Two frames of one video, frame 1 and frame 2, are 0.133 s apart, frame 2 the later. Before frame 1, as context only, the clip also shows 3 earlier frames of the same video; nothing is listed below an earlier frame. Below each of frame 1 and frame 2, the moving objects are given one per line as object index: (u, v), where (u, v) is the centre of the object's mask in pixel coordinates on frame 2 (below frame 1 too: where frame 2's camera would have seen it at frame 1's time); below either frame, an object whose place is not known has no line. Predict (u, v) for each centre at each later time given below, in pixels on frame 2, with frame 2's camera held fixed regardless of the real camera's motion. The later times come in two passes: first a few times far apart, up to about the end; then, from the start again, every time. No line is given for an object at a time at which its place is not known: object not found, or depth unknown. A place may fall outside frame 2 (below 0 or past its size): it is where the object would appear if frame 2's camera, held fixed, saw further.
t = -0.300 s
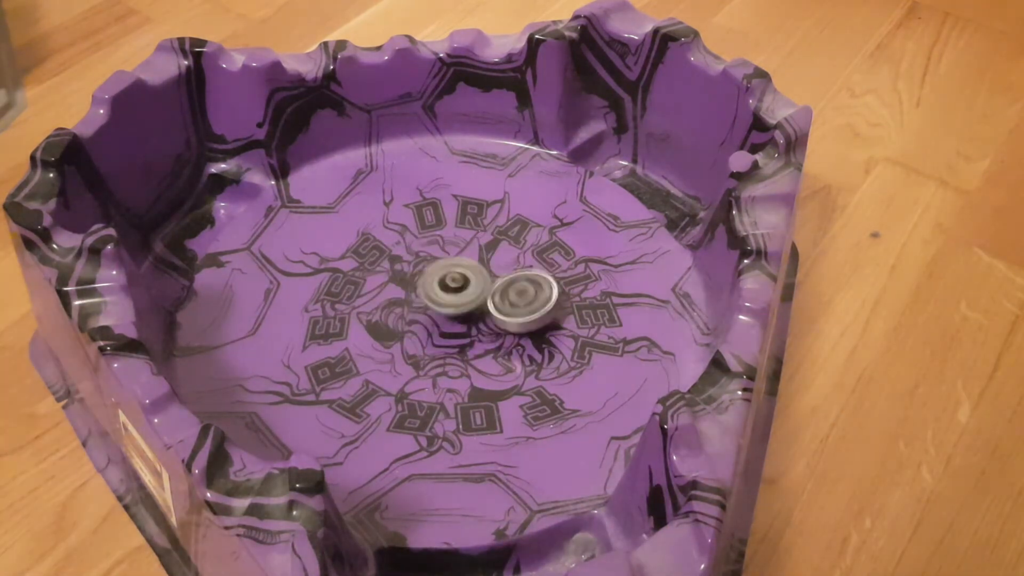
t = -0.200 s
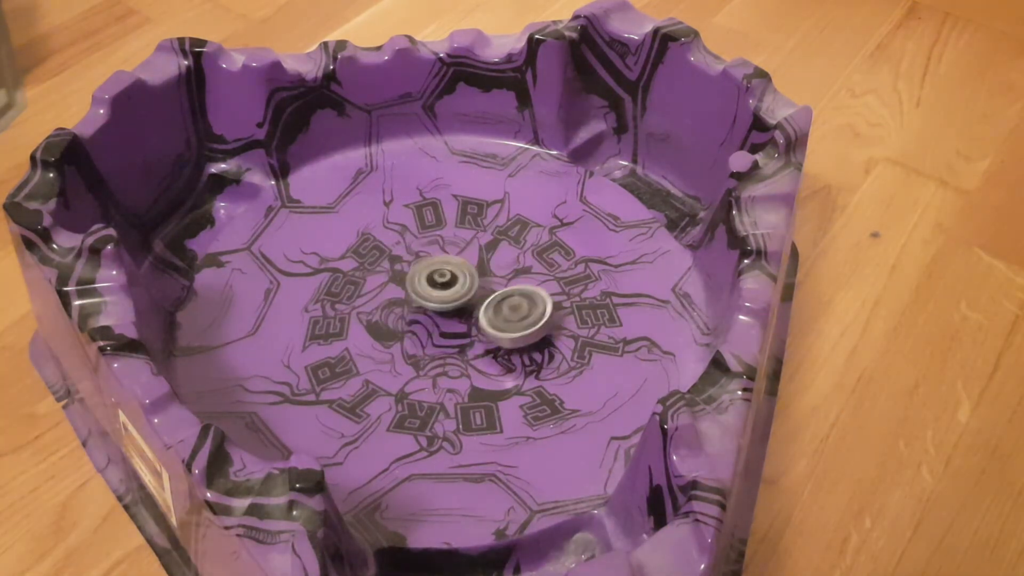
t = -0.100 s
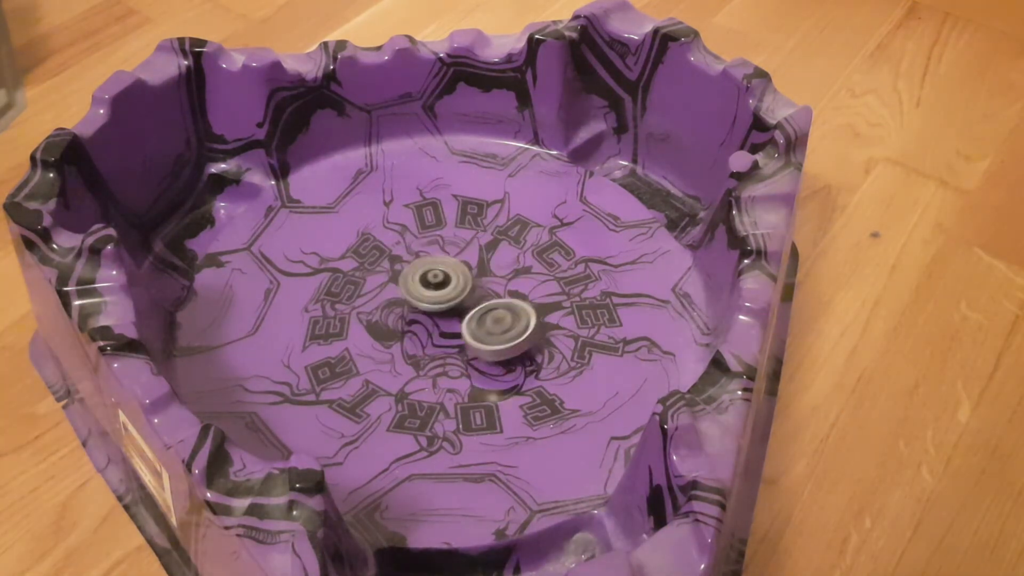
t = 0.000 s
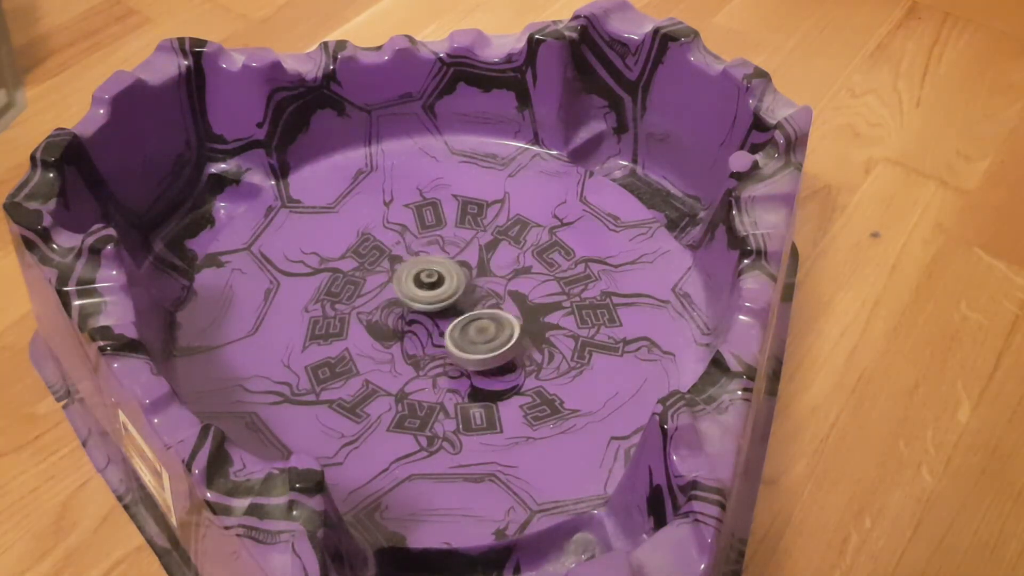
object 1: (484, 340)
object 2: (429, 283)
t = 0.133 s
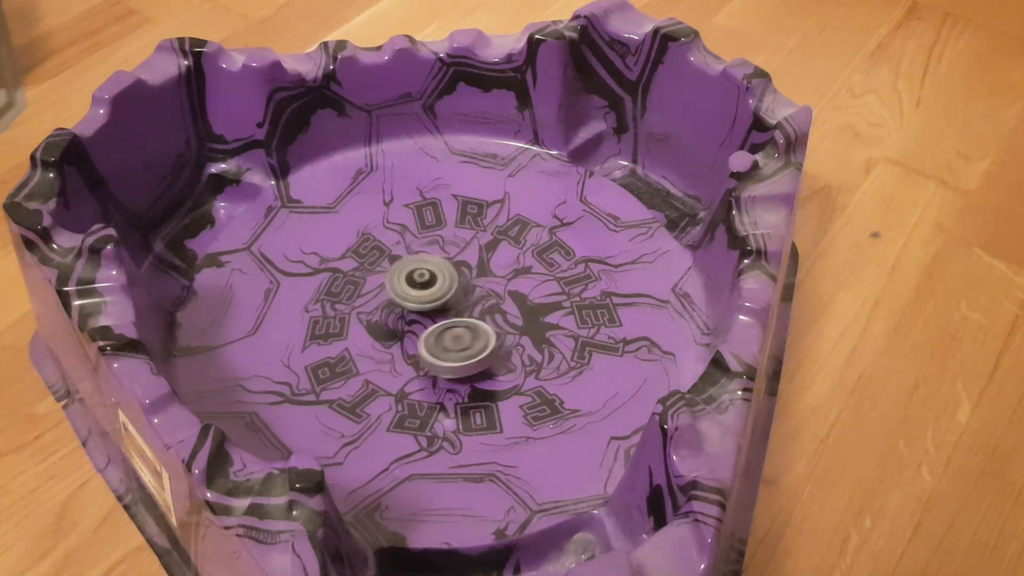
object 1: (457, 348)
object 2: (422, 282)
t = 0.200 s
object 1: (443, 350)
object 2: (418, 282)
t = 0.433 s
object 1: (397, 348)
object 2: (411, 281)
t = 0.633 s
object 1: (366, 335)
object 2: (410, 282)
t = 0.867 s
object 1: (348, 314)
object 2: (423, 283)
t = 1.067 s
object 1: (351, 291)
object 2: (436, 289)
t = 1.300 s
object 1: (373, 267)
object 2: (441, 303)
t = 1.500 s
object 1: (402, 255)
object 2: (435, 316)
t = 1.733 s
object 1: (441, 253)
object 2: (423, 321)
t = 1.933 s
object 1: (474, 263)
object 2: (414, 317)
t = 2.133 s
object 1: (500, 280)
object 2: (415, 308)
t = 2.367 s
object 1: (510, 308)
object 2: (428, 299)
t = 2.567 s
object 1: (503, 333)
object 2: (440, 297)
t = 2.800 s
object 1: (482, 355)
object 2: (445, 298)
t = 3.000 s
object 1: (448, 360)
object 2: (447, 295)
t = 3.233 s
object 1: (409, 347)
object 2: (448, 294)
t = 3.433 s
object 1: (383, 325)
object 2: (457, 293)
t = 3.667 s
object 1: (382, 293)
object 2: (465, 297)
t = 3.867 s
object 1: (398, 268)
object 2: (464, 304)
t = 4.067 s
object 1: (421, 249)
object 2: (455, 310)
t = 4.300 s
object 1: (454, 243)
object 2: (443, 308)
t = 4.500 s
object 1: (485, 252)
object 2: (436, 301)
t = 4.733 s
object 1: (508, 271)
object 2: (438, 292)
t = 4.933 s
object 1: (522, 294)
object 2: (428, 289)
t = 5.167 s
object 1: (506, 320)
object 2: (393, 281)
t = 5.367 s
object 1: (467, 335)
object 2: (395, 273)
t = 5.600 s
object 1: (417, 334)
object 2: (409, 273)
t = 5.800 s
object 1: (377, 342)
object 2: (433, 259)
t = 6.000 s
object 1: (364, 326)
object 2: (437, 267)
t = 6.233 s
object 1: (360, 304)
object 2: (450, 273)
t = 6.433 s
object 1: (384, 286)
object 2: (459, 275)
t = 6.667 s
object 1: (404, 270)
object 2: (481, 284)
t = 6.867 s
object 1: (394, 242)
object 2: (520, 319)
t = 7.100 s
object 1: (399, 237)
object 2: (527, 333)
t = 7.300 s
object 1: (410, 247)
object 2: (530, 332)
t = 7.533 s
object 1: (419, 265)
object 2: (526, 326)
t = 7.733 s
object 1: (419, 287)
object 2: (527, 324)
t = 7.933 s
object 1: (409, 309)
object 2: (529, 324)
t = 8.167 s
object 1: (393, 325)
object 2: (524, 318)
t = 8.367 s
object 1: (380, 331)
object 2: (523, 316)
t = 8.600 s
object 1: (371, 329)
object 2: (525, 315)
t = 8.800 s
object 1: (375, 321)
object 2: (520, 310)
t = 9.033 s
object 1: (395, 313)
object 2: (520, 308)
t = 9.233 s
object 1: (418, 308)
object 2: (522, 307)
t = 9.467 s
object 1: (443, 312)
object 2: (518, 302)
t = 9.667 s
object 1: (443, 320)
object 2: (521, 304)
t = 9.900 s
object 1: (448, 331)
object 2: (529, 303)
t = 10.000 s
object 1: (446, 334)
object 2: (528, 303)
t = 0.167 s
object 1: (450, 349)
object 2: (420, 282)
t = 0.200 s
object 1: (443, 350)
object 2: (418, 282)
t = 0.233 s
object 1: (437, 350)
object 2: (417, 282)
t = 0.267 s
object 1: (430, 351)
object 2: (416, 282)
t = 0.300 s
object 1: (423, 351)
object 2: (414, 281)
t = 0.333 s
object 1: (417, 350)
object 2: (413, 281)
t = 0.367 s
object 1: (410, 350)
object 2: (413, 281)
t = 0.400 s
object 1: (404, 349)
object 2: (412, 281)
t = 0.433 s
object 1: (397, 348)
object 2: (411, 281)
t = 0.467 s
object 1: (391, 346)
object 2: (410, 281)
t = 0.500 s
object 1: (386, 344)
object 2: (410, 281)
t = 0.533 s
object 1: (381, 342)
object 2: (409, 282)
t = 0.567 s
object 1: (376, 340)
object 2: (408, 282)
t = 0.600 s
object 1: (371, 337)
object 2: (409, 283)
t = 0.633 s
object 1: (366, 335)
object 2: (410, 282)
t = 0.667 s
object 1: (363, 332)
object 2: (411, 282)
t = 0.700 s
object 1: (359, 330)
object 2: (412, 282)
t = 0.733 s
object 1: (357, 327)
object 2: (413, 282)
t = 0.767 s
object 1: (354, 324)
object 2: (414, 282)
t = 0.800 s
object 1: (353, 320)
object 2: (415, 283)
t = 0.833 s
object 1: (350, 317)
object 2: (419, 283)
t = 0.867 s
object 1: (348, 314)
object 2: (423, 283)
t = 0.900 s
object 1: (347, 310)
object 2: (425, 283)
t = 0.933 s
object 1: (346, 306)
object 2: (427, 284)
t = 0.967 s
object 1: (347, 303)
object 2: (430, 285)
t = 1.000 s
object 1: (348, 298)
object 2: (432, 286)
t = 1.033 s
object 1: (349, 295)
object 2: (434, 287)
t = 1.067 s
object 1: (351, 291)
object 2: (436, 289)
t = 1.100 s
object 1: (353, 287)
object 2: (437, 290)
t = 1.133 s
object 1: (356, 283)
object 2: (438, 292)
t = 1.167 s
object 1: (359, 279)
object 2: (439, 294)
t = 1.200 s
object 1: (363, 275)
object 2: (440, 297)
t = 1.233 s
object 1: (366, 272)
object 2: (441, 299)
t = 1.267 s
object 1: (369, 269)
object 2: (441, 301)
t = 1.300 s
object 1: (373, 267)
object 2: (441, 303)
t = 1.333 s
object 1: (377, 264)
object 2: (440, 306)
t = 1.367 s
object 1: (382, 262)
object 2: (440, 308)
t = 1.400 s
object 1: (386, 260)
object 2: (439, 310)
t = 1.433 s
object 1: (391, 258)
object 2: (438, 312)
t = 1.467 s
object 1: (397, 257)
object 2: (437, 314)
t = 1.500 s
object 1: (402, 255)
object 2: (435, 316)
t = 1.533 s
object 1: (407, 254)
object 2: (434, 317)
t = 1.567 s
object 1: (413, 253)
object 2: (433, 318)
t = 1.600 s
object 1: (418, 252)
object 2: (431, 320)
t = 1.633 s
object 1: (423, 252)
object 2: (429, 321)
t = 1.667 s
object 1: (429, 252)
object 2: (427, 321)
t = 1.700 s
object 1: (436, 252)
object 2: (425, 321)
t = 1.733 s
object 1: (441, 253)
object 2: (423, 321)
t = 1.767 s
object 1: (447, 254)
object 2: (421, 321)
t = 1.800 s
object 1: (453, 255)
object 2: (419, 321)
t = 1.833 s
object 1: (458, 257)
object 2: (417, 321)
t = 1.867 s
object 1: (463, 258)
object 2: (415, 319)
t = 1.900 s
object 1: (469, 260)
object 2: (414, 319)
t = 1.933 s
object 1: (474, 263)
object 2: (414, 317)
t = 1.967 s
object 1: (479, 265)
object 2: (413, 316)
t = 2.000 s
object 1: (484, 268)
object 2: (413, 315)
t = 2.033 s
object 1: (489, 271)
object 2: (413, 313)
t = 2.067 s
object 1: (493, 274)
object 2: (413, 311)
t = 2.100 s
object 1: (497, 277)
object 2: (414, 310)
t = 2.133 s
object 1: (500, 280)
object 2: (415, 308)
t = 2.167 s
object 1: (503, 284)
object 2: (416, 307)
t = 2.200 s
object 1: (506, 288)
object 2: (418, 305)
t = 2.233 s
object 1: (507, 292)
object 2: (419, 303)
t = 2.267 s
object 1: (508, 296)
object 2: (421, 302)
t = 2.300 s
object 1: (509, 300)
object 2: (424, 301)
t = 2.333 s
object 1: (510, 304)
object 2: (426, 300)
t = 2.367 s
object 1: (510, 308)
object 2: (428, 299)
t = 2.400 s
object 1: (510, 312)
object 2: (430, 298)
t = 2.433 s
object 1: (510, 316)
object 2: (432, 297)
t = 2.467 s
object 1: (508, 320)
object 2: (435, 297)
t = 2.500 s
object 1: (507, 325)
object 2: (437, 297)
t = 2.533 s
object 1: (505, 329)
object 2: (440, 297)
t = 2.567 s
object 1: (503, 333)
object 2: (440, 297)
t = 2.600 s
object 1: (501, 338)
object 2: (441, 297)
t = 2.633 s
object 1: (498, 341)
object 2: (442, 298)
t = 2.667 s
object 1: (495, 344)
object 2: (444, 298)
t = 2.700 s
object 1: (492, 347)
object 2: (445, 299)
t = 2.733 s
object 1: (490, 351)
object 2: (445, 298)
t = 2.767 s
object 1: (486, 353)
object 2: (445, 298)
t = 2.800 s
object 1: (482, 355)
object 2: (445, 298)
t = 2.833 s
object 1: (477, 357)
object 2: (446, 299)
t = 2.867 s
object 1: (471, 358)
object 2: (446, 299)
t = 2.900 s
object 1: (466, 359)
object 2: (446, 299)
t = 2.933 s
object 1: (459, 360)
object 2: (447, 297)
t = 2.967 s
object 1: (453, 360)
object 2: (446, 296)
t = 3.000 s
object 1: (448, 360)
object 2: (447, 295)
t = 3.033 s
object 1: (442, 359)
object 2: (447, 295)
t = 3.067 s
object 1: (435, 357)
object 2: (447, 294)
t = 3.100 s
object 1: (430, 356)
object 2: (447, 294)
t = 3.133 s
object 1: (425, 355)
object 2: (448, 294)
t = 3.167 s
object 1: (420, 352)
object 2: (448, 293)
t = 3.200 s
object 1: (414, 350)
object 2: (448, 294)
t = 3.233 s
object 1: (409, 347)
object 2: (448, 294)
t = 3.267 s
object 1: (404, 344)
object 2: (449, 294)
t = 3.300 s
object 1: (399, 340)
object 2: (449, 294)
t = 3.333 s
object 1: (395, 337)
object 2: (449, 294)
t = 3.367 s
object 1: (390, 333)
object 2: (452, 294)
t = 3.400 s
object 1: (386, 329)
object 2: (455, 293)
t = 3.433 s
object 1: (383, 325)
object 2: (457, 293)
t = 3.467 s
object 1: (382, 321)
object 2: (458, 293)
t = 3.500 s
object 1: (380, 316)
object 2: (459, 293)
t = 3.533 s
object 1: (379, 311)
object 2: (461, 293)
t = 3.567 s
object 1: (379, 306)
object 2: (462, 294)
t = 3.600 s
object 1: (380, 302)
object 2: (463, 295)
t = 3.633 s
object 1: (380, 298)
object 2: (464, 296)
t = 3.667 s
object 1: (382, 293)
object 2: (465, 297)
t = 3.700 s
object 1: (384, 289)
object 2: (465, 298)
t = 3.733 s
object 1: (386, 285)
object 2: (465, 299)
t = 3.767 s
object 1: (388, 280)
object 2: (465, 300)
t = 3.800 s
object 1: (391, 276)
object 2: (465, 302)
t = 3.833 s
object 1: (394, 272)
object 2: (464, 303)
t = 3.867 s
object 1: (398, 268)
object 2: (464, 304)
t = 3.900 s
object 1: (401, 264)
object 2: (463, 305)
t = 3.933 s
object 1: (405, 260)
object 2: (461, 307)
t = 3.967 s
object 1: (409, 256)
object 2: (460, 308)
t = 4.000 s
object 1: (413, 254)
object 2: (459, 308)
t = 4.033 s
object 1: (417, 251)
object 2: (457, 309)
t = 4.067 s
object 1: (421, 249)
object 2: (455, 310)
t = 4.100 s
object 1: (425, 247)
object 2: (454, 310)
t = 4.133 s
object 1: (429, 245)
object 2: (451, 310)
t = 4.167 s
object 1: (434, 245)
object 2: (450, 310)
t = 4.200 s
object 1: (438, 244)
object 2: (447, 309)
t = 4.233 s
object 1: (443, 244)
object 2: (446, 309)
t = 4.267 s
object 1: (448, 244)
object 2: (444, 308)
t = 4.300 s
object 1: (454, 243)
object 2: (443, 308)
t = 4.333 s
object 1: (459, 245)
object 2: (441, 307)
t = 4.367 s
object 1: (464, 245)
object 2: (439, 306)
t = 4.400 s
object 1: (469, 246)
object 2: (438, 304)
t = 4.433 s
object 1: (475, 248)
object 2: (438, 303)
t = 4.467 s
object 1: (480, 250)
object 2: (437, 302)
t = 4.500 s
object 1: (485, 252)
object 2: (436, 301)
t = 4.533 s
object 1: (490, 255)
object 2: (435, 299)
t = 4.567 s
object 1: (495, 258)
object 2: (435, 298)
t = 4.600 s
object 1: (498, 260)
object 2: (435, 296)
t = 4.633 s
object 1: (501, 263)
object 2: (435, 295)
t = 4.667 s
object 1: (504, 266)
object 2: (436, 294)
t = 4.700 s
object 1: (506, 268)
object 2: (437, 293)
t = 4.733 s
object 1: (508, 271)
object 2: (438, 292)
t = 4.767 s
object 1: (510, 274)
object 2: (439, 292)
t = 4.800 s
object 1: (511, 278)
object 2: (440, 291)
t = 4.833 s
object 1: (511, 282)
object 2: (441, 291)
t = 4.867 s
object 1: (512, 286)
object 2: (442, 290)
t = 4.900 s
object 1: (514, 290)
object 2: (439, 290)
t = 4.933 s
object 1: (522, 294)
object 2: (428, 289)
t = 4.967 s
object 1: (526, 297)
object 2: (414, 288)
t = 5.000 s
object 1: (527, 301)
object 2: (404, 286)
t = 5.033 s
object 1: (526, 305)
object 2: (401, 285)
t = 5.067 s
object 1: (522, 309)
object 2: (398, 285)
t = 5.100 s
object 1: (517, 313)
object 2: (396, 283)
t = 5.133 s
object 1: (512, 317)
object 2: (394, 282)
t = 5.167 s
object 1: (506, 320)
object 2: (393, 281)
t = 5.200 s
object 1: (499, 324)
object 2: (392, 279)
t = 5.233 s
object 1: (492, 327)
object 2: (392, 278)
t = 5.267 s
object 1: (486, 330)
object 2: (392, 276)
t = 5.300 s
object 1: (480, 332)
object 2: (392, 275)
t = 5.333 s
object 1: (473, 334)
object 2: (393, 274)
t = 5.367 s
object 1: (467, 335)
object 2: (395, 273)
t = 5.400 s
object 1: (459, 336)
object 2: (397, 272)
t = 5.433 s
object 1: (452, 337)
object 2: (398, 271)
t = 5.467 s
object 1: (444, 337)
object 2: (400, 271)
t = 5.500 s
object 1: (437, 337)
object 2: (402, 271)
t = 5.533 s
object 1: (431, 336)
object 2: (404, 271)
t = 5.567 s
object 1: (424, 336)
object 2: (406, 272)
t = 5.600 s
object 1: (417, 334)
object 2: (409, 273)
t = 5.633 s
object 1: (410, 334)
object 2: (412, 273)
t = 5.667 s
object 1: (403, 339)
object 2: (417, 266)
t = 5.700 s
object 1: (395, 344)
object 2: (423, 260)
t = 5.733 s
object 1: (387, 345)
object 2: (428, 258)
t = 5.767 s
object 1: (381, 344)
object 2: (431, 258)
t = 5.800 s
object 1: (377, 342)
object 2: (433, 259)
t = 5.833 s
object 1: (374, 340)
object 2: (434, 259)
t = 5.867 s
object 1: (371, 337)
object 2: (435, 261)
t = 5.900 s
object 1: (369, 334)
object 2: (436, 262)
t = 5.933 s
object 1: (366, 331)
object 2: (436, 263)
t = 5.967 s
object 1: (365, 329)
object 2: (437, 265)
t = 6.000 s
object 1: (364, 326)
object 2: (437, 267)
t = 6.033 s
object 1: (364, 323)
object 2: (436, 269)
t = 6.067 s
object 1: (364, 319)
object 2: (435, 271)
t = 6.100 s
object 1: (365, 316)
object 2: (435, 273)
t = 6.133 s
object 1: (366, 311)
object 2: (432, 275)
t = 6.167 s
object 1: (366, 308)
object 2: (431, 276)
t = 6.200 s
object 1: (362, 307)
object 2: (440, 276)
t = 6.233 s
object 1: (360, 304)
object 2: (450, 273)
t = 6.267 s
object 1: (362, 301)
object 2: (458, 272)
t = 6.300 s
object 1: (365, 298)
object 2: (461, 273)
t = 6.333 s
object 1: (370, 294)
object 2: (461, 274)
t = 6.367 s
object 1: (375, 291)
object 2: (460, 274)
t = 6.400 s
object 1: (379, 288)
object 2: (459, 275)
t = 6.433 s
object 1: (384, 286)
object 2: (459, 275)
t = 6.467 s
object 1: (385, 283)
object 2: (466, 275)
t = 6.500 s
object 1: (388, 280)
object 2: (471, 276)
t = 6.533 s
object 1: (392, 277)
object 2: (472, 278)
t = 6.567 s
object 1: (396, 276)
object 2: (472, 278)
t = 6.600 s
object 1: (400, 274)
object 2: (472, 279)
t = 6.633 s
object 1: (402, 272)
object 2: (477, 281)
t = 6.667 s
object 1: (404, 270)
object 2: (481, 284)
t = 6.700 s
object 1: (408, 269)
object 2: (481, 286)
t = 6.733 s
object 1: (412, 268)
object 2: (480, 288)
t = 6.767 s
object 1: (415, 267)
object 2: (479, 289)
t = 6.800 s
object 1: (409, 258)
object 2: (493, 302)
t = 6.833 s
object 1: (399, 249)
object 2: (508, 313)
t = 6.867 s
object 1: (394, 242)
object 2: (520, 319)
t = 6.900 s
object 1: (391, 238)
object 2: (528, 326)
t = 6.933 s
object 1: (391, 237)
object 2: (532, 331)
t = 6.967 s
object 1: (392, 236)
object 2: (531, 334)
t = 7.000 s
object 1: (394, 236)
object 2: (528, 335)
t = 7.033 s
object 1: (395, 236)
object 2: (527, 334)
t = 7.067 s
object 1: (397, 236)
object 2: (527, 334)
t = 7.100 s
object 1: (399, 237)
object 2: (527, 333)
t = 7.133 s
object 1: (401, 238)
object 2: (529, 332)
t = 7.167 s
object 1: (404, 239)
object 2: (529, 332)
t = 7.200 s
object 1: (405, 241)
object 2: (530, 331)
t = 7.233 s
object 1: (407, 243)
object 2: (530, 331)
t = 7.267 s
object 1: (409, 244)
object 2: (530, 331)
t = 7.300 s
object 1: (410, 247)
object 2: (530, 332)
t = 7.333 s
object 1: (412, 249)
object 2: (530, 332)
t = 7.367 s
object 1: (414, 251)
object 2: (528, 331)
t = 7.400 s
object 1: (415, 254)
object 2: (527, 330)
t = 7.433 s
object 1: (416, 257)
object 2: (526, 329)
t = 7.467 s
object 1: (417, 259)
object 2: (526, 327)
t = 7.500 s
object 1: (418, 262)
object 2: (526, 326)
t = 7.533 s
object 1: (419, 265)
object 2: (526, 326)
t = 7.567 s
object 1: (420, 268)
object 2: (526, 325)
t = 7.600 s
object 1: (420, 272)
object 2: (526, 325)
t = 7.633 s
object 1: (421, 276)
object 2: (527, 325)
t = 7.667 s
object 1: (420, 280)
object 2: (527, 324)
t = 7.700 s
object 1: (420, 283)
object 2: (527, 324)
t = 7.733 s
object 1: (419, 287)
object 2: (527, 324)
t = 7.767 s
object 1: (418, 291)
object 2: (527, 323)
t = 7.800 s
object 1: (417, 295)
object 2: (528, 323)
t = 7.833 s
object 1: (415, 298)
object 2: (529, 323)
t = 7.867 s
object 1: (413, 302)
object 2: (529, 323)
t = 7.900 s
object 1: (411, 305)
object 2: (530, 323)
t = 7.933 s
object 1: (409, 309)
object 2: (529, 324)
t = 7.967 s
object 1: (407, 311)
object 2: (529, 323)
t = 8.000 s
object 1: (405, 315)
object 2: (527, 323)
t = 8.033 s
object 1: (403, 317)
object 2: (526, 322)
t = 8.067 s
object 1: (401, 320)
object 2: (526, 321)
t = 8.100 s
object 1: (398, 321)
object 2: (525, 319)
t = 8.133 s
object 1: (396, 324)
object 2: (525, 319)
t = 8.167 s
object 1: (393, 325)
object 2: (524, 318)
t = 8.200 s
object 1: (391, 327)
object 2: (524, 317)
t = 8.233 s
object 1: (388, 328)
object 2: (524, 317)
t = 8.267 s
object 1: (386, 329)
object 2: (524, 317)
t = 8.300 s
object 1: (384, 330)
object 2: (523, 316)
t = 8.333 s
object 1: (382, 331)
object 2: (523, 316)
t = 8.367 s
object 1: (380, 331)
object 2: (523, 316)
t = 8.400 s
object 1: (378, 331)
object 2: (523, 316)
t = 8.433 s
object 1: (376, 331)
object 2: (524, 316)
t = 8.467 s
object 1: (375, 332)
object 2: (525, 316)
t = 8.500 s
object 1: (374, 331)
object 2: (526, 316)
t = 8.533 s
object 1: (372, 331)
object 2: (526, 316)
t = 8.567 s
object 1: (371, 330)
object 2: (526, 316)
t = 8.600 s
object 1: (371, 329)
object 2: (525, 315)
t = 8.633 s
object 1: (371, 328)
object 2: (524, 315)
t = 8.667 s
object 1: (371, 327)
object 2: (523, 314)
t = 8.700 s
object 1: (371, 326)
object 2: (522, 313)
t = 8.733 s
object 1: (372, 324)
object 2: (521, 312)
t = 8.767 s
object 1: (374, 323)
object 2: (520, 311)
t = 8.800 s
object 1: (375, 321)
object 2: (520, 310)
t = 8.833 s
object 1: (377, 320)
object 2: (520, 309)
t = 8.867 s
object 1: (379, 319)
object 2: (520, 309)
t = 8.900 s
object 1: (382, 317)
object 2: (520, 309)
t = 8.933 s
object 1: (385, 316)
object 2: (519, 309)
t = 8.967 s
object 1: (388, 314)
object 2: (519, 309)
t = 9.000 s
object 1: (391, 314)
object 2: (519, 309)
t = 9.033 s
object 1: (395, 313)
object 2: (520, 308)
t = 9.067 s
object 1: (399, 311)
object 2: (521, 308)
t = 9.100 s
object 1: (402, 311)
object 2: (521, 307)
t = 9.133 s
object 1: (406, 310)
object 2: (522, 308)
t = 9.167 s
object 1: (410, 309)
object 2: (523, 307)
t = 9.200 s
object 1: (414, 309)
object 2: (523, 307)
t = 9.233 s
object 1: (418, 308)
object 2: (522, 307)
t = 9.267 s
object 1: (422, 308)
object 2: (521, 307)
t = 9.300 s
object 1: (426, 308)
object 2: (520, 306)
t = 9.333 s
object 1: (430, 308)
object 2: (519, 305)
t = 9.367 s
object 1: (434, 309)
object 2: (518, 304)
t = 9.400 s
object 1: (437, 309)
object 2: (517, 303)
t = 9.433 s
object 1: (441, 310)
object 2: (517, 302)
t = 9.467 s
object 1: (443, 312)
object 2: (518, 302)
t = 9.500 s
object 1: (439, 313)
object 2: (526, 301)
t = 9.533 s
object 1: (438, 314)
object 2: (529, 302)
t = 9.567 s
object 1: (439, 315)
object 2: (528, 304)
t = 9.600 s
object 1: (441, 317)
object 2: (525, 305)
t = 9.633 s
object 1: (442, 318)
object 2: (523, 303)
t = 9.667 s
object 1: (443, 320)
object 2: (521, 304)
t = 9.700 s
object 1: (445, 322)
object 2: (523, 303)
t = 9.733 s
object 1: (446, 323)
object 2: (525, 302)
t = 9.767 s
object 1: (446, 325)
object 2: (528, 302)
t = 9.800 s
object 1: (447, 327)
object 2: (530, 303)
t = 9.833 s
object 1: (447, 328)
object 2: (530, 302)
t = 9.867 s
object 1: (448, 329)
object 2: (530, 302)
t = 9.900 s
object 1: (448, 331)
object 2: (529, 303)
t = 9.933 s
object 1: (447, 332)
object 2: (529, 303)
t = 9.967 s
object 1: (447, 333)
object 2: (529, 303)
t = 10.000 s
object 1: (446, 334)
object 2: (528, 303)
